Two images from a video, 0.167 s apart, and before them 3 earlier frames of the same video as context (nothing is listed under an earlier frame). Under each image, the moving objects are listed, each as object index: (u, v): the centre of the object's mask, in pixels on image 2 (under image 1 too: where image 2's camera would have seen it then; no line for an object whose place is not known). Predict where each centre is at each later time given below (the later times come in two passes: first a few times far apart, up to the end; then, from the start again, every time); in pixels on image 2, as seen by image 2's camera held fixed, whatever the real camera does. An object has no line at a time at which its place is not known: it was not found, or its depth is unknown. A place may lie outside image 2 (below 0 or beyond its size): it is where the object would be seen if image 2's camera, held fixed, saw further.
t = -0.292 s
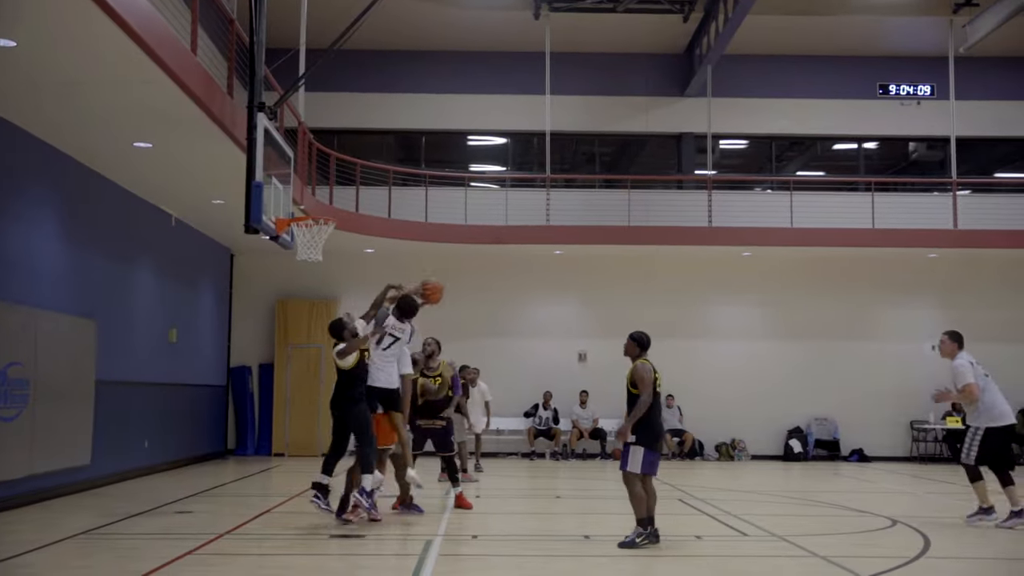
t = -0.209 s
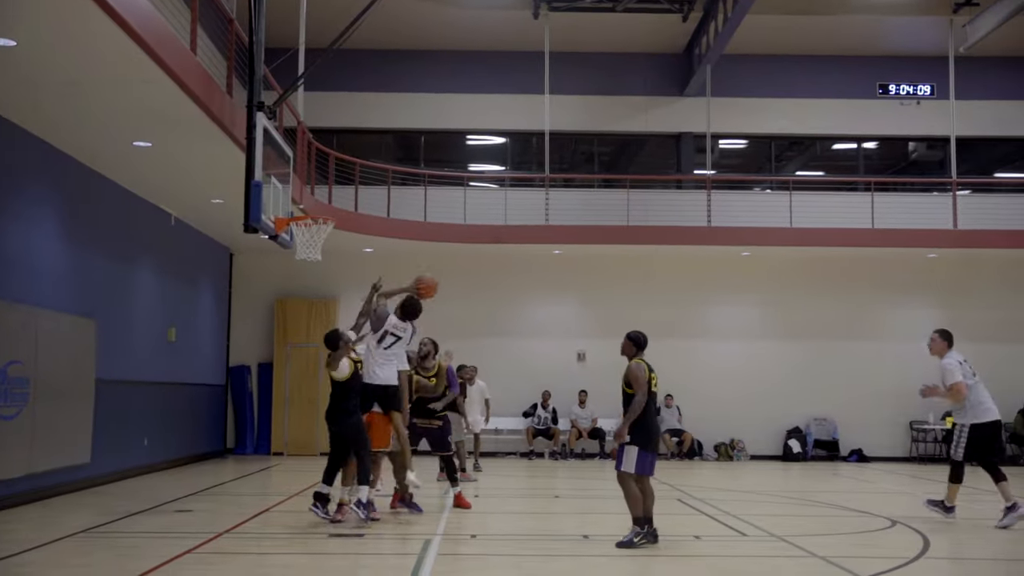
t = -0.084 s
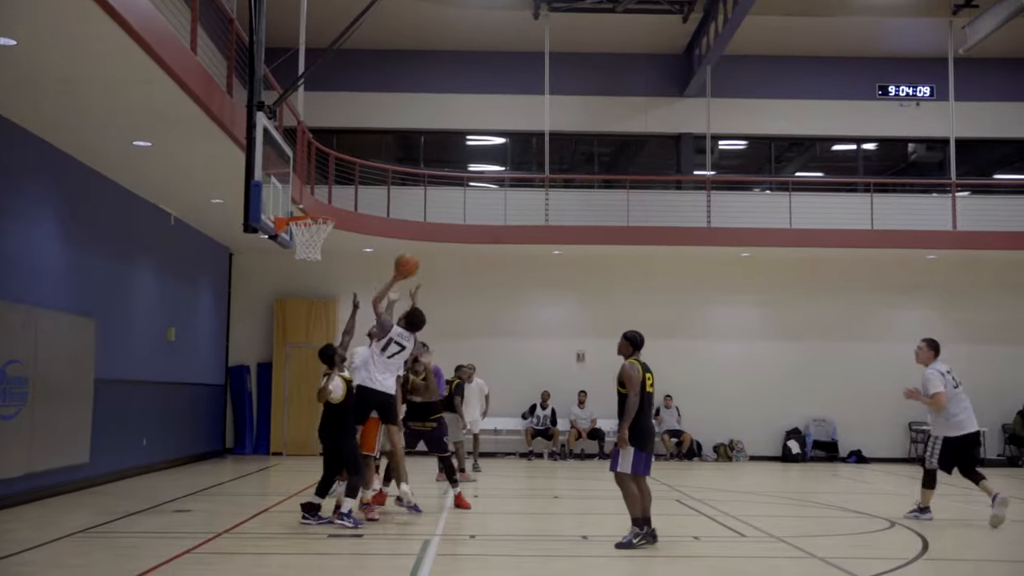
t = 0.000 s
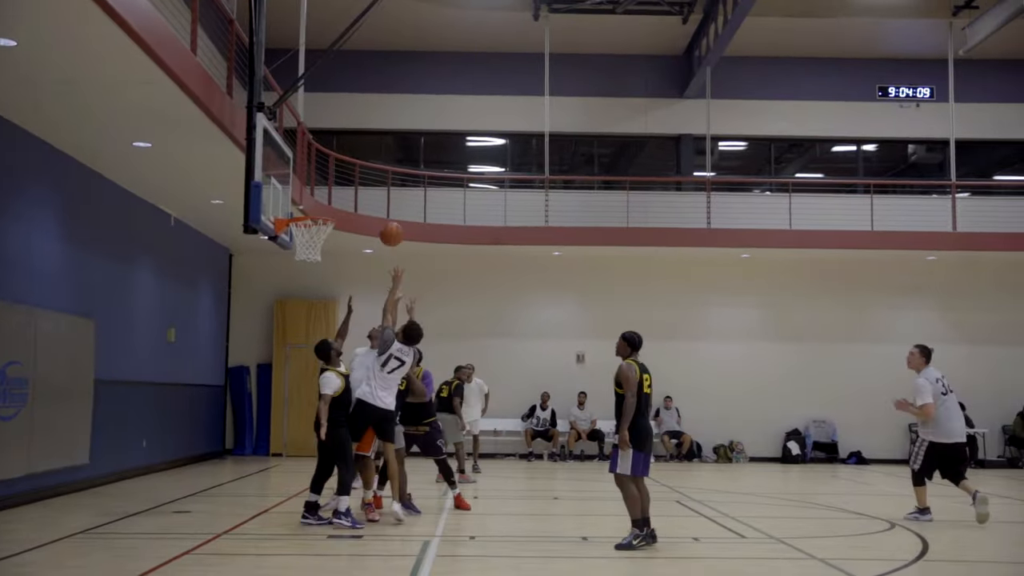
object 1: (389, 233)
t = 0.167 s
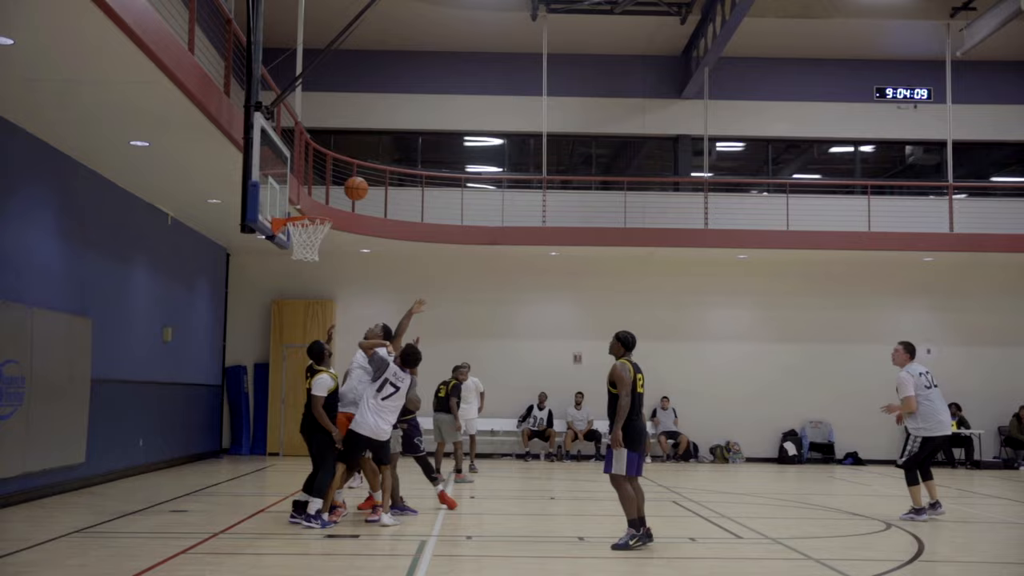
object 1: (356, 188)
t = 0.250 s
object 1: (341, 176)
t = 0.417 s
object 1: (310, 173)
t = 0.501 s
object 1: (293, 180)
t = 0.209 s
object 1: (348, 181)
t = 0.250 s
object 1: (341, 176)
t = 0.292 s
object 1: (333, 173)
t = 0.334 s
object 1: (324, 171)
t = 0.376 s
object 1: (317, 171)
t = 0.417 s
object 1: (310, 173)
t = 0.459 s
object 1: (301, 175)
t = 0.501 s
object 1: (293, 180)
